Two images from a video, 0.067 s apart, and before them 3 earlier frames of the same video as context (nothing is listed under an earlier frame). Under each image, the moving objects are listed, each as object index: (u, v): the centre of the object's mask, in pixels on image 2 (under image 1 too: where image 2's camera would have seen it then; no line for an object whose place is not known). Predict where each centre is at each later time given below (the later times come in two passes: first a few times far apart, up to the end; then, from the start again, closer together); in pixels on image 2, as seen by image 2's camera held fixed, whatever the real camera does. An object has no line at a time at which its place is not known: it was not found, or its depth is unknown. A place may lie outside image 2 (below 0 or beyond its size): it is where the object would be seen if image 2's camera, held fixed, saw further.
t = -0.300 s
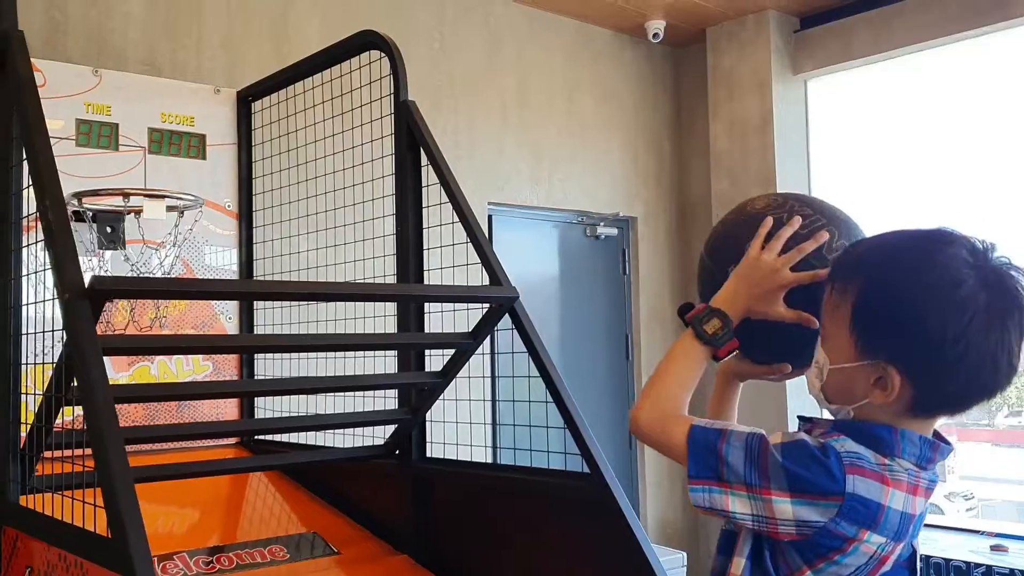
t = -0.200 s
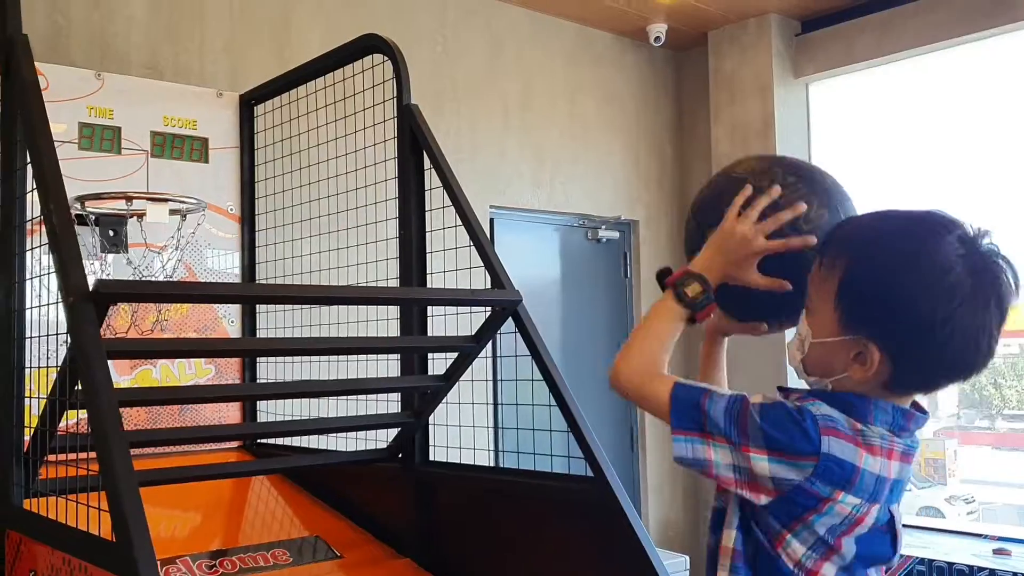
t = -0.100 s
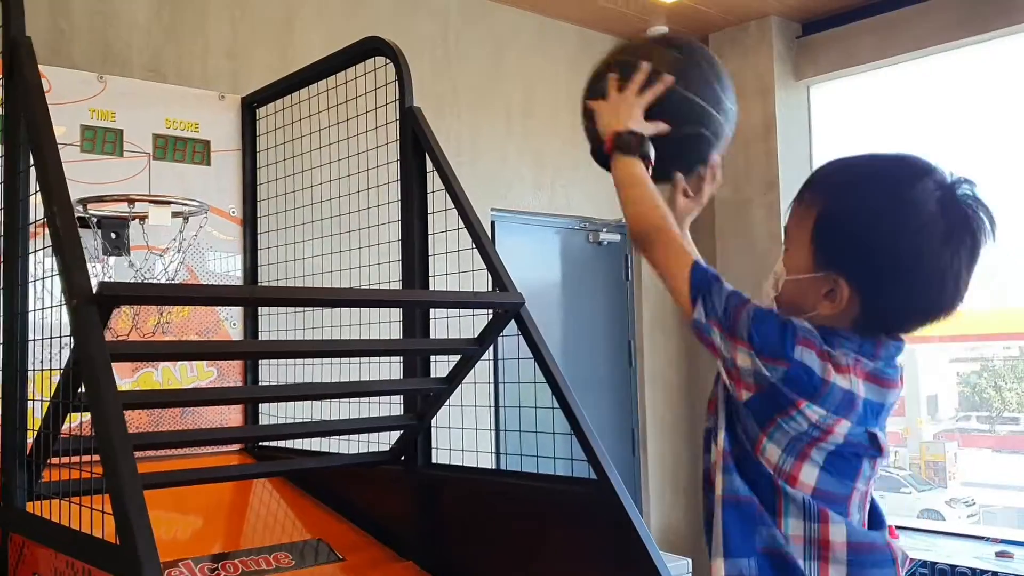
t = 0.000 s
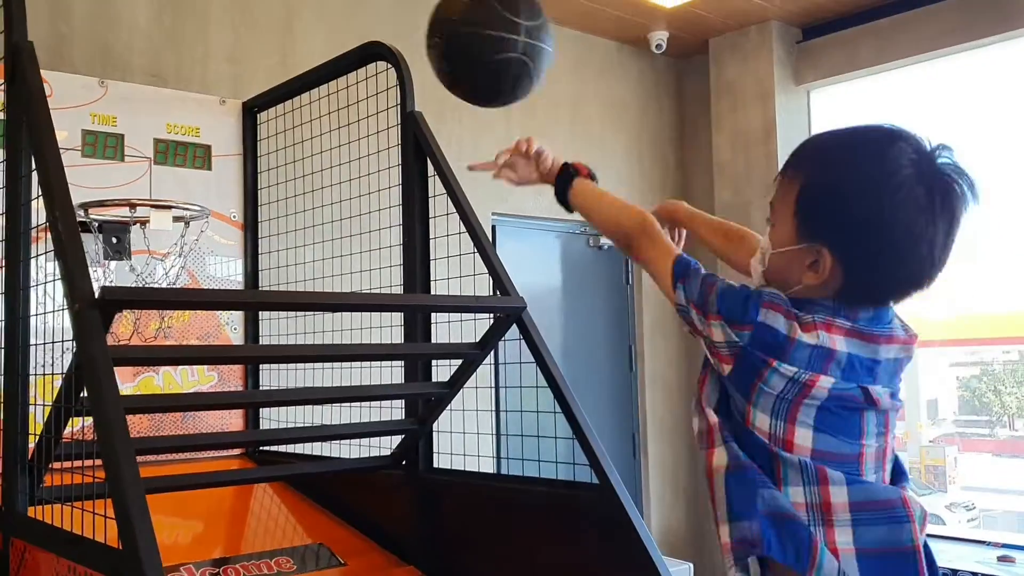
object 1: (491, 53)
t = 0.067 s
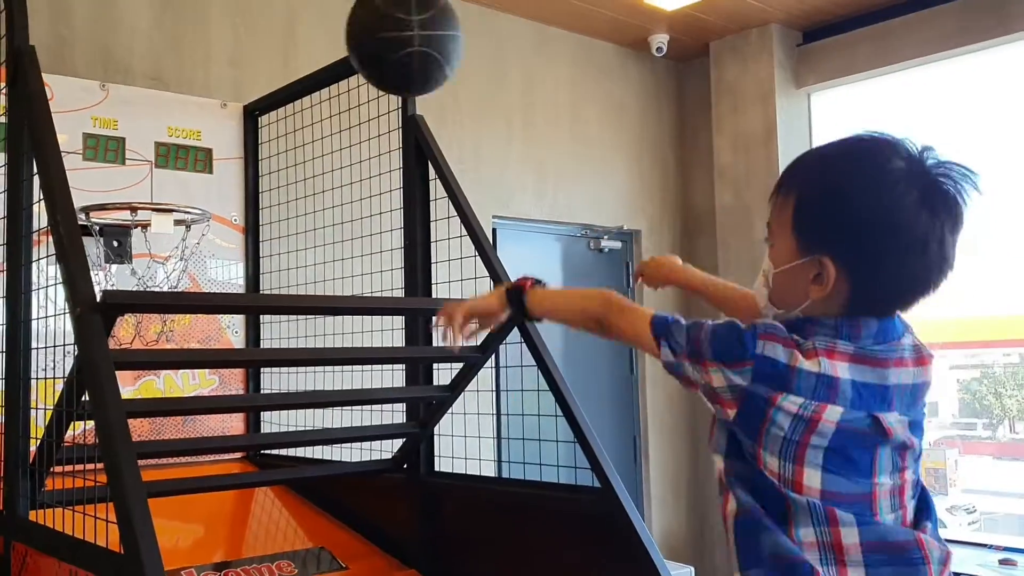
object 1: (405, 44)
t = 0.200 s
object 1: (271, 81)
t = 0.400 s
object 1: (136, 239)
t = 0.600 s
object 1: (70, 502)
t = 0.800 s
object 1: (168, 492)
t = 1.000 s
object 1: (228, 519)
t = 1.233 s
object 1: (322, 525)
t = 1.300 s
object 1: (349, 528)
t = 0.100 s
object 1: (366, 45)
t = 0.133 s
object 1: (331, 50)
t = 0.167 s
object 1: (300, 64)
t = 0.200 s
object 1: (271, 81)
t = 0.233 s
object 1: (243, 101)
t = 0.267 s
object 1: (218, 124)
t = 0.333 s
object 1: (173, 179)
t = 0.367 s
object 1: (152, 210)
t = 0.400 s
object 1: (136, 239)
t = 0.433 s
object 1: (128, 260)
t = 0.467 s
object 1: (123, 293)
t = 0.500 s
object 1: (64, 349)
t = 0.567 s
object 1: (65, 456)
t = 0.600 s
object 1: (70, 502)
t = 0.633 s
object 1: (83, 522)
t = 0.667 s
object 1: (83, 513)
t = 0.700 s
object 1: (83, 507)
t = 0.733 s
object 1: (92, 506)
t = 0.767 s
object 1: (99, 501)
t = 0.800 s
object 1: (168, 492)
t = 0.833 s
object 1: (177, 496)
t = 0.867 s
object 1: (184, 503)
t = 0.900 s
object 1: (195, 520)
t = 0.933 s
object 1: (203, 521)
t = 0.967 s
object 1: (215, 520)
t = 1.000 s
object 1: (228, 519)
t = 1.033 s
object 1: (241, 519)
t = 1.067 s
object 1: (254, 521)
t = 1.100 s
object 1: (268, 521)
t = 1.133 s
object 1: (280, 521)
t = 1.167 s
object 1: (293, 522)
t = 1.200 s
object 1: (307, 523)
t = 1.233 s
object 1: (322, 525)
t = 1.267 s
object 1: (336, 526)
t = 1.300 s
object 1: (349, 528)
